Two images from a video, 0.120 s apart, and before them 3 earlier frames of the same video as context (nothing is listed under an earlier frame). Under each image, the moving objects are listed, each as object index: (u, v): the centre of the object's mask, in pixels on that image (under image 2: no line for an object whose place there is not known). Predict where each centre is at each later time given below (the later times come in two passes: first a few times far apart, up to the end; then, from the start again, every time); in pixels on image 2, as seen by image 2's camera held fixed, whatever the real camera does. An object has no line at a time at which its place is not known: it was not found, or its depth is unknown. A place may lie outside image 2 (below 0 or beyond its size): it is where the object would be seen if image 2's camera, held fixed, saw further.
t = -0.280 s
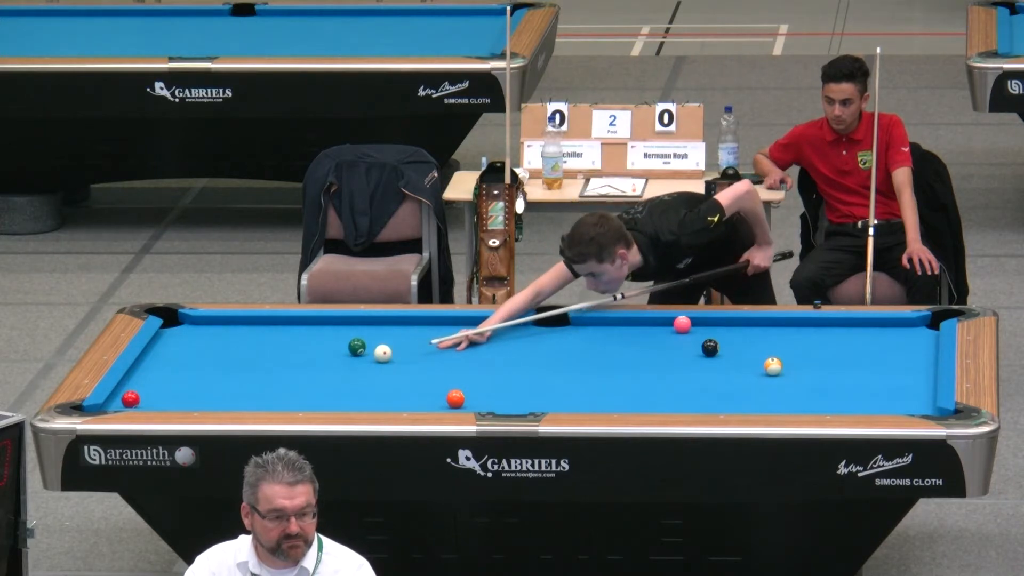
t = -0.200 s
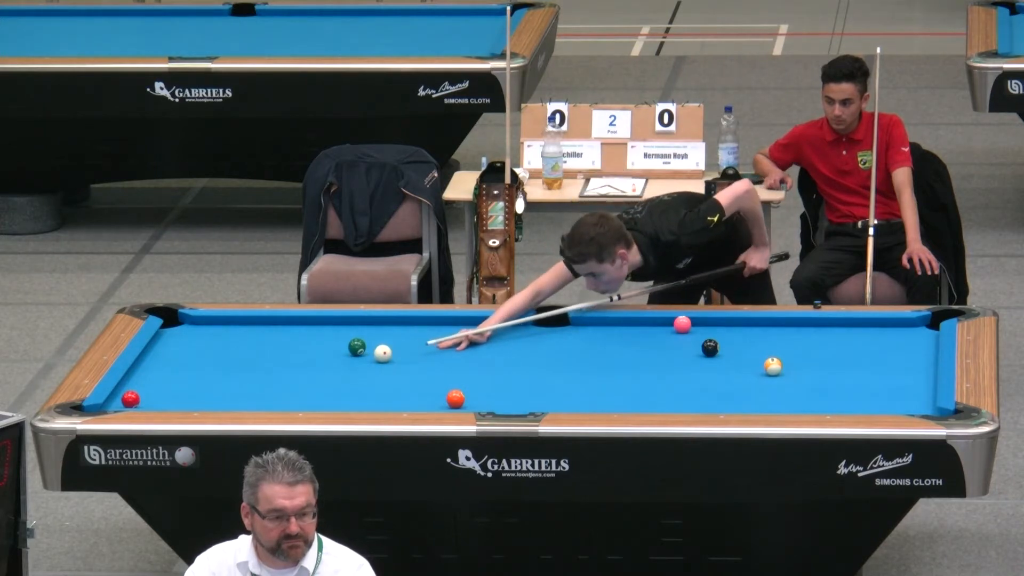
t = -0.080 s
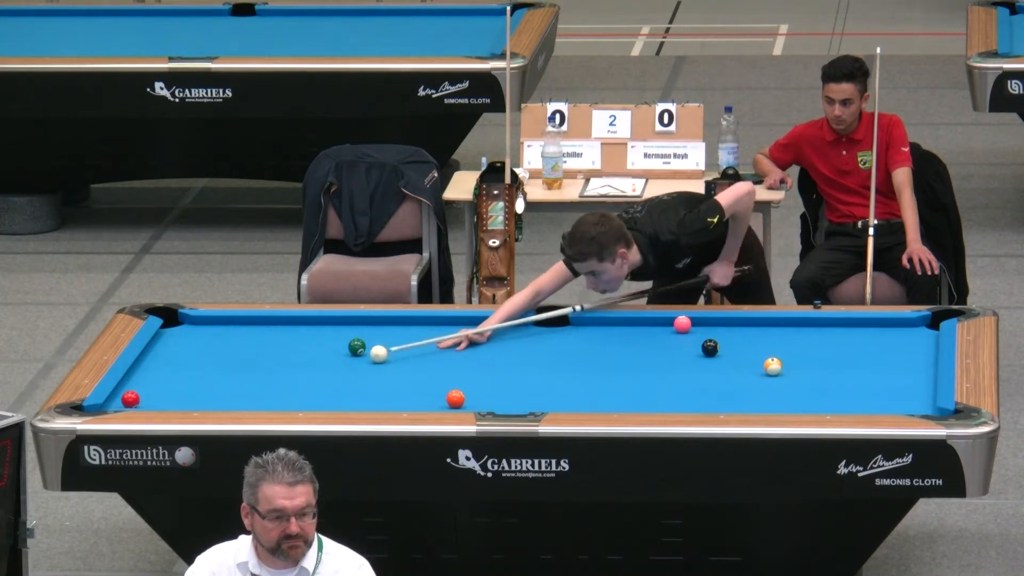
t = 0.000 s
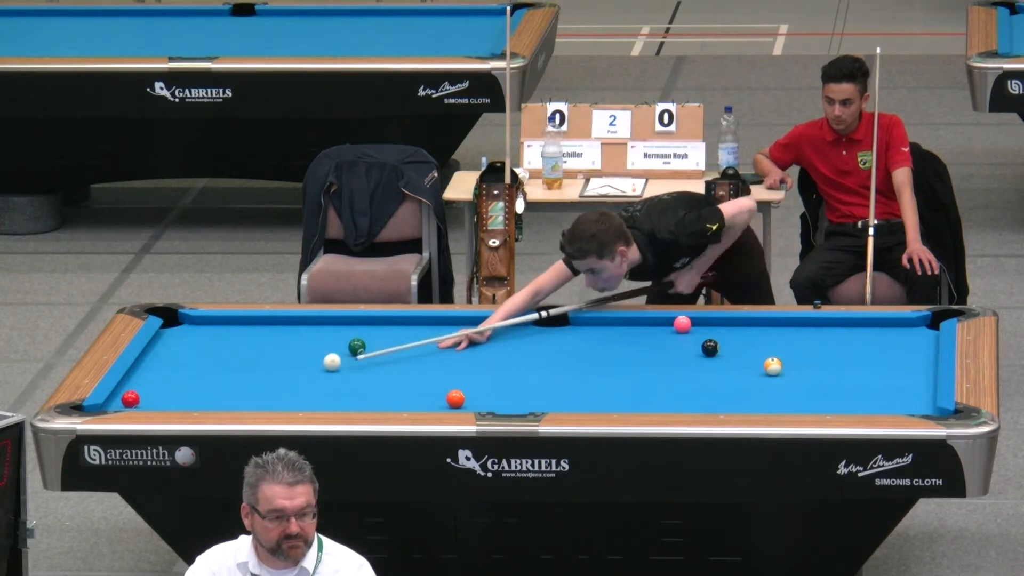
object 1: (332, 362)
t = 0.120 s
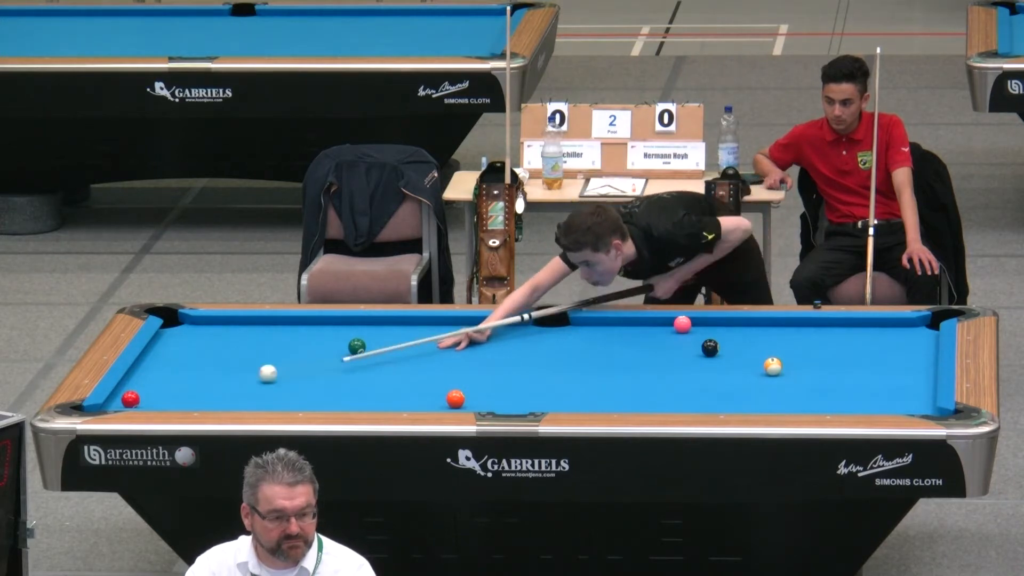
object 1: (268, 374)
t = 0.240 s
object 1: (204, 385)
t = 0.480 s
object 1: (122, 395)
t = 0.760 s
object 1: (141, 399)
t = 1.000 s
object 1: (153, 403)
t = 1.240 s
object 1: (167, 405)
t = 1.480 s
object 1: (187, 403)
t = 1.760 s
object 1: (209, 401)
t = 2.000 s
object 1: (226, 400)
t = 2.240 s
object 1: (241, 399)
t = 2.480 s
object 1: (254, 398)
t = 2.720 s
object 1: (266, 398)
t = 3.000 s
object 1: (278, 396)
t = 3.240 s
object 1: (287, 395)
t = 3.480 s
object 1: (295, 394)
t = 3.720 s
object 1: (300, 393)
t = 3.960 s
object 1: (305, 393)
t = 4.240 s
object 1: (309, 392)
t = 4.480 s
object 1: (311, 392)
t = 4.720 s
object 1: (311, 392)
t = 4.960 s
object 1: (311, 392)
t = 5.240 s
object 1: (311, 392)
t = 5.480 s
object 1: (311, 392)
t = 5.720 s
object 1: (311, 392)
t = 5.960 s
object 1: (311, 392)
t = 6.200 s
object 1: (311, 392)
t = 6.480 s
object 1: (311, 392)
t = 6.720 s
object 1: (311, 392)
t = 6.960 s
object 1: (311, 392)
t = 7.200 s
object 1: (311, 392)
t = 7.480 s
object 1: (311, 392)
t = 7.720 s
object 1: (311, 392)
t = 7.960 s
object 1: (311, 392)
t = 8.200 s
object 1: (311, 392)
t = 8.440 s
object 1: (311, 392)
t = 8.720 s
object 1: (311, 392)
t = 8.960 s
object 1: (311, 392)
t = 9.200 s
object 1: (311, 392)
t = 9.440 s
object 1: (311, 392)
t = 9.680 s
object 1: (311, 392)
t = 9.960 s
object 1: (311, 392)
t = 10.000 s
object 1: (311, 392)
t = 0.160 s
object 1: (247, 377)
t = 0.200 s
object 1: (226, 381)
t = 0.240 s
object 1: (204, 385)
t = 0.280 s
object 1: (183, 389)
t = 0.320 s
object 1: (162, 393)
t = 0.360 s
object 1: (143, 395)
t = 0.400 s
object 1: (136, 396)
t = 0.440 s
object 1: (129, 395)
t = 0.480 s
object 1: (122, 395)
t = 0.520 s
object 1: (122, 395)
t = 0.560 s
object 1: (127, 396)
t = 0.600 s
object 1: (131, 397)
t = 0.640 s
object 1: (134, 397)
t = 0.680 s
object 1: (137, 398)
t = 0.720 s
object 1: (139, 399)
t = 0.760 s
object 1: (141, 399)
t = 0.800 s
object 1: (143, 400)
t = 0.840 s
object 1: (145, 400)
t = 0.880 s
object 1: (147, 401)
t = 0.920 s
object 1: (149, 402)
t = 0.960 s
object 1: (151, 402)
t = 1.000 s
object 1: (153, 403)
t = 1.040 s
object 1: (155, 403)
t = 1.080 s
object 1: (157, 404)
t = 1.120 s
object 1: (159, 404)
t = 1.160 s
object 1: (161, 405)
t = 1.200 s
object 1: (163, 405)
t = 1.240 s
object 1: (167, 405)
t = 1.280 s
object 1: (170, 404)
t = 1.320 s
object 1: (174, 404)
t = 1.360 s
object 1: (177, 404)
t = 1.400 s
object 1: (181, 403)
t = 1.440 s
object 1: (184, 403)
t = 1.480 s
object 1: (187, 403)
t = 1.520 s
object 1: (190, 403)
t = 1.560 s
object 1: (194, 403)
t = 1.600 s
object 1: (197, 403)
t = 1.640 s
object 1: (200, 402)
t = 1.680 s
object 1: (203, 402)
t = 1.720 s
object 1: (206, 402)
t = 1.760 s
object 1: (209, 401)
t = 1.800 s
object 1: (212, 401)
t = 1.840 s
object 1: (214, 401)
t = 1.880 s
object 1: (217, 401)
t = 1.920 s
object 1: (220, 401)
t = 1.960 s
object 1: (223, 400)
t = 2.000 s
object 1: (226, 400)
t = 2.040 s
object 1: (228, 400)
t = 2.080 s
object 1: (231, 399)
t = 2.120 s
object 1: (233, 399)
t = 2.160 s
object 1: (236, 399)
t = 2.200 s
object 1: (238, 399)
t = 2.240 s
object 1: (241, 399)
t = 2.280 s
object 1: (243, 398)
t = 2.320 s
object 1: (245, 398)
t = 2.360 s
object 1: (248, 399)
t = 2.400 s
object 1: (250, 398)
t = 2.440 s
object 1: (252, 398)
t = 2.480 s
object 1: (254, 398)
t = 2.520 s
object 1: (256, 398)
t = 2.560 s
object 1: (258, 398)
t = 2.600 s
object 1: (260, 398)
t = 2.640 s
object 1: (262, 398)
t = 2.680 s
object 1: (264, 398)
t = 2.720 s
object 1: (266, 398)
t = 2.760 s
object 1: (268, 397)
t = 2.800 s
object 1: (269, 397)
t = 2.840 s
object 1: (272, 397)
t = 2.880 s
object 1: (273, 397)
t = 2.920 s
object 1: (275, 396)
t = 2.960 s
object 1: (277, 396)
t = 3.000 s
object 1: (278, 396)
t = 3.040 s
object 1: (280, 396)
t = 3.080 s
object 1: (281, 396)
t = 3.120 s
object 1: (283, 396)
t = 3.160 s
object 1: (285, 396)
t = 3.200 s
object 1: (286, 395)
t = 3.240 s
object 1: (287, 395)
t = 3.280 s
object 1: (288, 395)
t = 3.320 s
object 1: (290, 394)
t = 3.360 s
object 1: (291, 394)
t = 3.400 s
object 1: (292, 394)
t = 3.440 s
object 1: (294, 394)
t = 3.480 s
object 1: (295, 394)
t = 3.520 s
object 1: (296, 394)
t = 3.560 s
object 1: (297, 394)
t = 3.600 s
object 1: (298, 394)
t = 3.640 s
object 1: (299, 394)
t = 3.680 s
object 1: (300, 393)
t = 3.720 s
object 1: (300, 393)
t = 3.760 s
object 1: (301, 393)
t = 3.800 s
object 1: (302, 393)
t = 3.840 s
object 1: (303, 393)
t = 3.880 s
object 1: (304, 393)
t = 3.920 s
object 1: (305, 393)
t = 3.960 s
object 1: (305, 393)
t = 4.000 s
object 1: (306, 393)
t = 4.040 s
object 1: (307, 393)
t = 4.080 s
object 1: (307, 393)
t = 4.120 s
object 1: (308, 392)
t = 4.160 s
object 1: (308, 392)
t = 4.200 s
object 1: (308, 392)
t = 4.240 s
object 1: (309, 392)
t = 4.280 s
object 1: (309, 392)
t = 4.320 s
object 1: (310, 392)
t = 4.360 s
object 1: (310, 392)
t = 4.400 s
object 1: (310, 392)
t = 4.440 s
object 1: (311, 392)
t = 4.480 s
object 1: (311, 392)
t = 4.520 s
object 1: (311, 392)
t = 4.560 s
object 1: (311, 392)
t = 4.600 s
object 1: (311, 392)
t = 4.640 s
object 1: (311, 392)
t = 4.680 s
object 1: (311, 392)
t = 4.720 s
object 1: (311, 392)
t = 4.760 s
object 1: (311, 392)
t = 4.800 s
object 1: (311, 392)
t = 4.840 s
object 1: (311, 392)
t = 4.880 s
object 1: (311, 392)
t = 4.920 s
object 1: (311, 392)
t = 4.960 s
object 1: (311, 392)
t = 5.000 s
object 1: (311, 392)
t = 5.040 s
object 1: (311, 392)
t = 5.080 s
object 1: (311, 392)
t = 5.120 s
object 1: (311, 392)
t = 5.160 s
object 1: (311, 392)
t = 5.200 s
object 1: (311, 392)
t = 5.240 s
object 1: (311, 392)
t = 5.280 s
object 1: (311, 392)
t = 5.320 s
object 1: (311, 392)
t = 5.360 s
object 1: (311, 392)
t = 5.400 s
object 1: (311, 392)
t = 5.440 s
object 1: (311, 392)
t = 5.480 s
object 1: (311, 392)
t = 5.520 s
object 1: (311, 392)
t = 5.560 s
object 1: (311, 392)
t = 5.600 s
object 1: (311, 392)
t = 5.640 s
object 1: (311, 392)
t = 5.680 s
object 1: (311, 392)
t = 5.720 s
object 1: (311, 392)
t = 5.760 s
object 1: (311, 392)
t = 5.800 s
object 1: (311, 392)
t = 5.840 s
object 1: (311, 392)
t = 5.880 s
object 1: (311, 392)
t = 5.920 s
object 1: (311, 392)
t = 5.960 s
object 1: (311, 392)
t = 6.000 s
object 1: (311, 392)
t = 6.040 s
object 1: (311, 392)
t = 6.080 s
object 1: (311, 392)
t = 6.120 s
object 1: (311, 392)
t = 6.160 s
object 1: (311, 392)
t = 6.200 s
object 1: (311, 392)
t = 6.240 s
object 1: (311, 392)
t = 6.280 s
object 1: (311, 392)
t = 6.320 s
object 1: (311, 392)
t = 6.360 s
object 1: (311, 392)
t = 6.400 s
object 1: (311, 392)
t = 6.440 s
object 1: (311, 392)
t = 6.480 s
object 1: (311, 392)
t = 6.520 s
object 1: (311, 392)
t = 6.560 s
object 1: (311, 392)
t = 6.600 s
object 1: (311, 392)
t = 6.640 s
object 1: (311, 392)
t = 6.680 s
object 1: (311, 392)
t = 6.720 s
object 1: (311, 392)
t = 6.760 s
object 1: (311, 392)
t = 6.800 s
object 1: (311, 392)
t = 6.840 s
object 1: (311, 392)
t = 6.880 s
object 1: (311, 392)
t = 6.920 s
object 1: (311, 392)
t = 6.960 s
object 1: (311, 392)
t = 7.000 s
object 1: (311, 392)
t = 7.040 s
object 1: (311, 392)
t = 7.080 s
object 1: (311, 392)
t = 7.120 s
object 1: (311, 392)
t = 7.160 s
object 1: (311, 392)
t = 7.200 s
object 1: (311, 392)
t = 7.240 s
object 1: (311, 392)
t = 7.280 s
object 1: (311, 392)
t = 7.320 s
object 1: (311, 392)
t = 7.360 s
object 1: (311, 392)
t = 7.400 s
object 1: (311, 392)
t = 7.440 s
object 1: (311, 392)
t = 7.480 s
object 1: (311, 392)
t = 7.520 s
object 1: (311, 392)
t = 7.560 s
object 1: (311, 392)
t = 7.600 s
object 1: (311, 392)
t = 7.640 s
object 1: (311, 392)
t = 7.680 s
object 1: (311, 392)
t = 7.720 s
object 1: (311, 392)
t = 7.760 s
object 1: (311, 392)
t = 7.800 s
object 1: (311, 392)
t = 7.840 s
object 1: (311, 392)
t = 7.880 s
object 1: (311, 392)
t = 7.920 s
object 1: (311, 392)
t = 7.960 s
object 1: (311, 392)
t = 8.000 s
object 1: (311, 392)
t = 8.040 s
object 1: (311, 392)
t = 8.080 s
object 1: (311, 392)
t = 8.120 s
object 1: (311, 392)
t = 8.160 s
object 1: (311, 392)
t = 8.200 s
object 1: (311, 392)
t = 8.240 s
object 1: (311, 392)
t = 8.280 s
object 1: (311, 392)
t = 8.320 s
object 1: (311, 392)
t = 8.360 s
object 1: (311, 392)
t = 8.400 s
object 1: (311, 392)
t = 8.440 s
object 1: (311, 392)
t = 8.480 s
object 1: (311, 392)
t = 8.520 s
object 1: (311, 392)
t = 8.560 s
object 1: (311, 392)
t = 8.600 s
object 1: (311, 392)
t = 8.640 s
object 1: (311, 392)
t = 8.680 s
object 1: (311, 392)
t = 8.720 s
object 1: (311, 392)
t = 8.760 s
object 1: (311, 392)
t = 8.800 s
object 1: (311, 392)
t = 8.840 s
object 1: (311, 392)
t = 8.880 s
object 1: (311, 392)
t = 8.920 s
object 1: (311, 392)
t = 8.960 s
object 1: (311, 392)
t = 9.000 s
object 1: (311, 392)
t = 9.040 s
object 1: (311, 392)
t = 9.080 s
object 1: (311, 392)
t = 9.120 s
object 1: (311, 392)
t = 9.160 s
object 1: (311, 392)
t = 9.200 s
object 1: (311, 392)
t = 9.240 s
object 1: (311, 392)
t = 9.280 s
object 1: (311, 392)
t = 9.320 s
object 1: (311, 392)
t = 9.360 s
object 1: (311, 392)
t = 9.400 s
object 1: (311, 392)
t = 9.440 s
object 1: (311, 392)
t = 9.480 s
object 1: (311, 392)
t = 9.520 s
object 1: (311, 392)
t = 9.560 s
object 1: (311, 392)
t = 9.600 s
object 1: (311, 392)
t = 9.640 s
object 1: (311, 392)
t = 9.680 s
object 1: (311, 392)
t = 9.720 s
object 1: (311, 392)
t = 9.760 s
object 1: (311, 392)
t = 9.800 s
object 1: (311, 392)
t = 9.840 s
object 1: (311, 392)
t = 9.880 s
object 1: (311, 392)
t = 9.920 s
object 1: (311, 392)
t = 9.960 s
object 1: (311, 392)
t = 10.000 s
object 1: (311, 392)
